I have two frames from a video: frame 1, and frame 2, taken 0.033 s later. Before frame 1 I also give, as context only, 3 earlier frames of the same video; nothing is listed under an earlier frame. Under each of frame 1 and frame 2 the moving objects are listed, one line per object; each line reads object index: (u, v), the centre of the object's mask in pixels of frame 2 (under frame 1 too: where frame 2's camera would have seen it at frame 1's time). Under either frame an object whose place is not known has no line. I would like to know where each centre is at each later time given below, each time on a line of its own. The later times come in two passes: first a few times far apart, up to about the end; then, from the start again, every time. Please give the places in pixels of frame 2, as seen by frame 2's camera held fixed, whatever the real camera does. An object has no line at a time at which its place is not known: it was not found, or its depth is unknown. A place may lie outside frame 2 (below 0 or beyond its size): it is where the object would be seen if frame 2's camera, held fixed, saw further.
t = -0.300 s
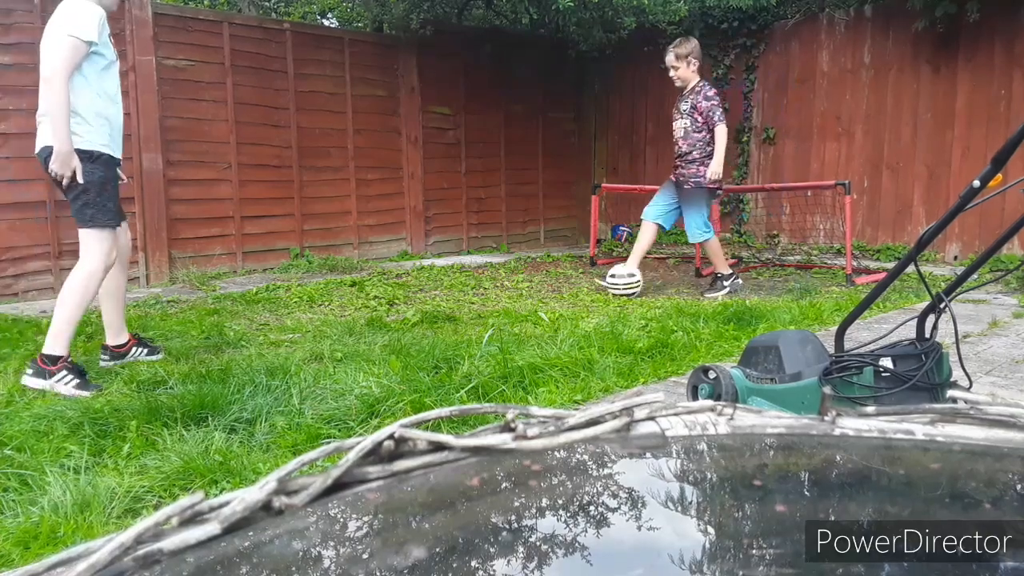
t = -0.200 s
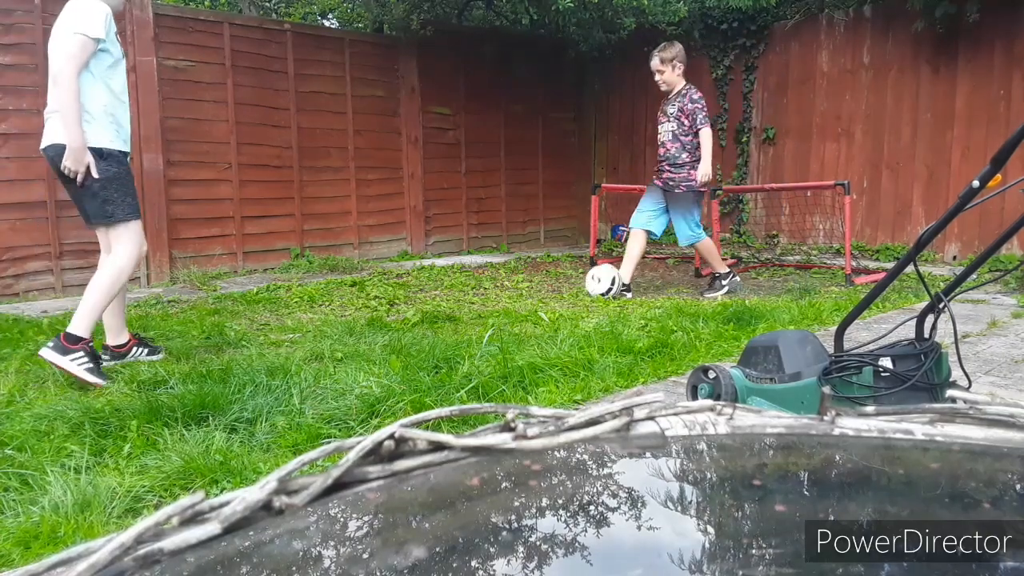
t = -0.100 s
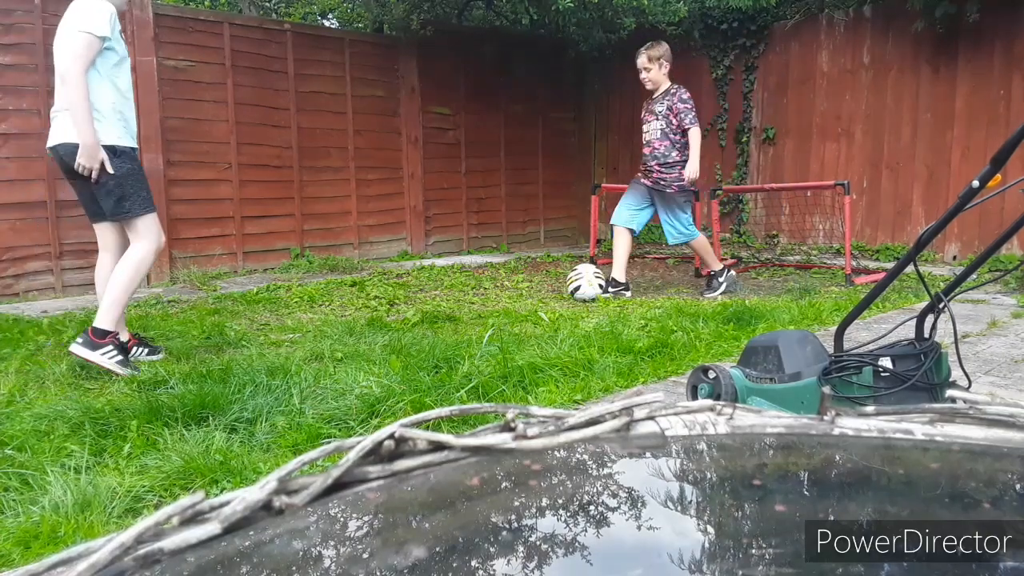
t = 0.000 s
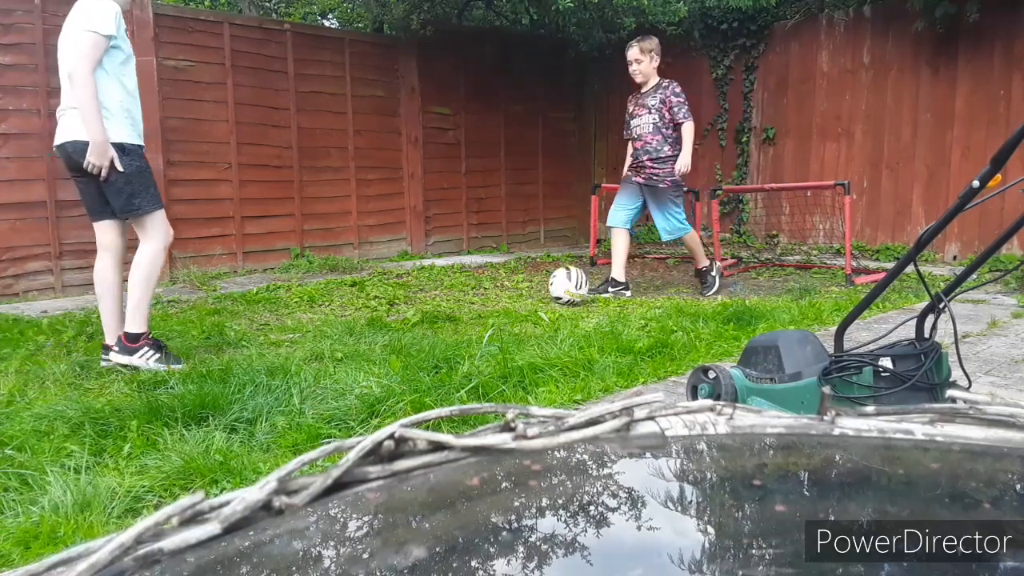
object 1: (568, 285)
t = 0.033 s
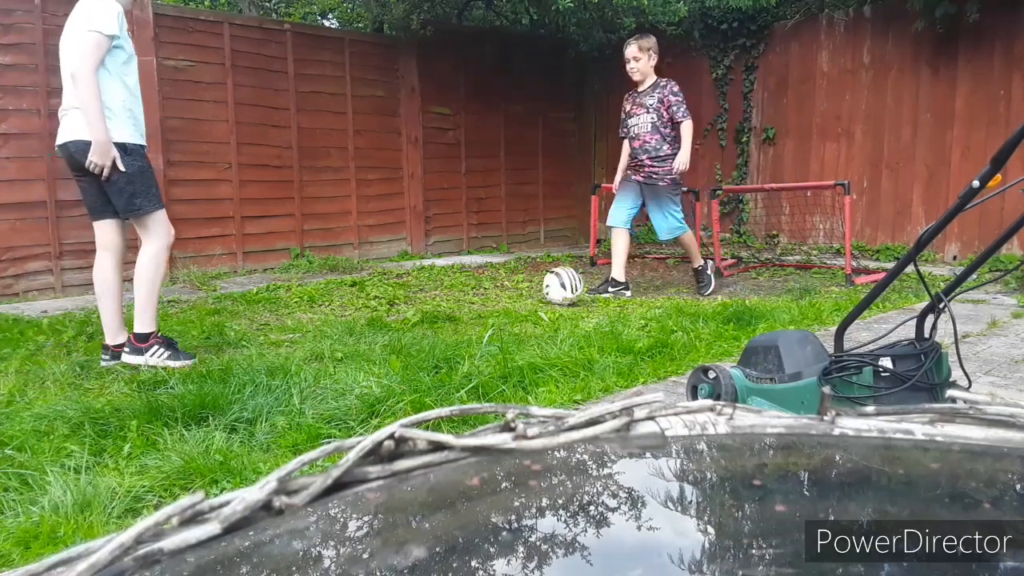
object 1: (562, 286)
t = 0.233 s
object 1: (530, 289)
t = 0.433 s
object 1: (498, 295)
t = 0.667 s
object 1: (466, 299)
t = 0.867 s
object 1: (447, 303)
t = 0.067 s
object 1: (557, 287)
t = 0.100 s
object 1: (551, 287)
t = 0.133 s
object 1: (546, 287)
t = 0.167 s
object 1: (540, 289)
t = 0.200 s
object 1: (535, 289)
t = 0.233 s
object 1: (530, 289)
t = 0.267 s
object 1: (524, 290)
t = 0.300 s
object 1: (519, 292)
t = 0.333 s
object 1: (514, 292)
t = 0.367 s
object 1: (508, 293)
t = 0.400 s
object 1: (504, 294)
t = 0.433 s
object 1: (498, 295)
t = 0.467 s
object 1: (493, 296)
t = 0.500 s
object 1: (488, 297)
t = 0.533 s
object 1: (483, 298)
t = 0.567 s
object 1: (479, 298)
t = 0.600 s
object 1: (474, 299)
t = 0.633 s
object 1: (470, 299)
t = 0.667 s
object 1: (466, 299)
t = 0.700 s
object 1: (462, 300)
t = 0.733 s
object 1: (458, 300)
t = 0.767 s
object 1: (455, 299)
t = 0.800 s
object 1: (452, 300)
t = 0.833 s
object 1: (449, 301)
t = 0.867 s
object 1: (447, 303)
